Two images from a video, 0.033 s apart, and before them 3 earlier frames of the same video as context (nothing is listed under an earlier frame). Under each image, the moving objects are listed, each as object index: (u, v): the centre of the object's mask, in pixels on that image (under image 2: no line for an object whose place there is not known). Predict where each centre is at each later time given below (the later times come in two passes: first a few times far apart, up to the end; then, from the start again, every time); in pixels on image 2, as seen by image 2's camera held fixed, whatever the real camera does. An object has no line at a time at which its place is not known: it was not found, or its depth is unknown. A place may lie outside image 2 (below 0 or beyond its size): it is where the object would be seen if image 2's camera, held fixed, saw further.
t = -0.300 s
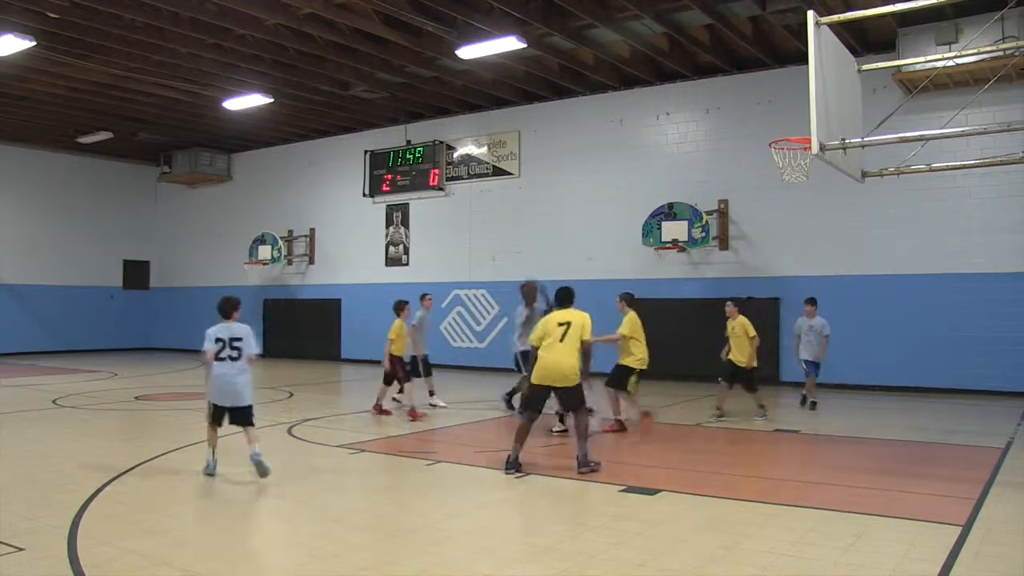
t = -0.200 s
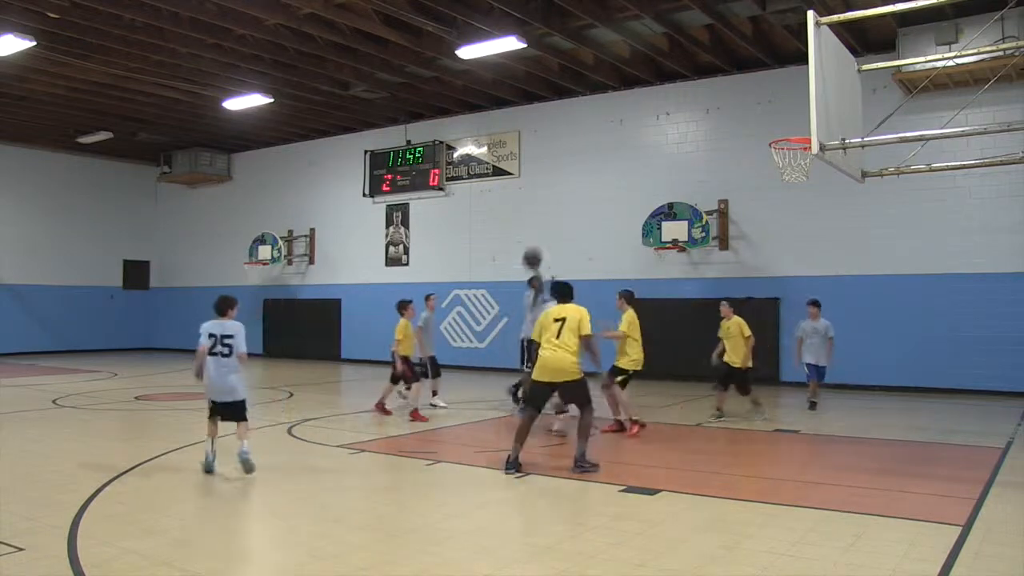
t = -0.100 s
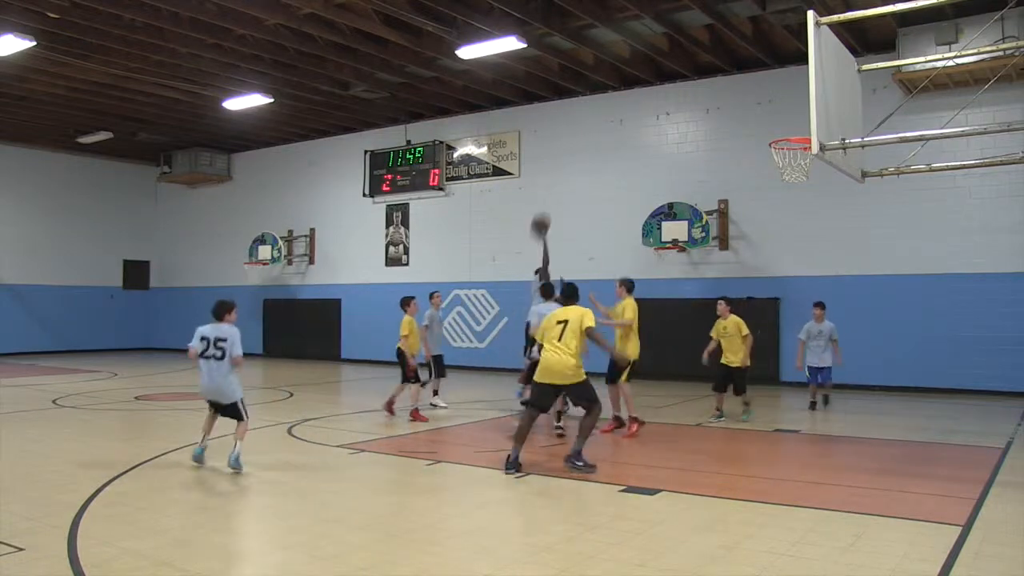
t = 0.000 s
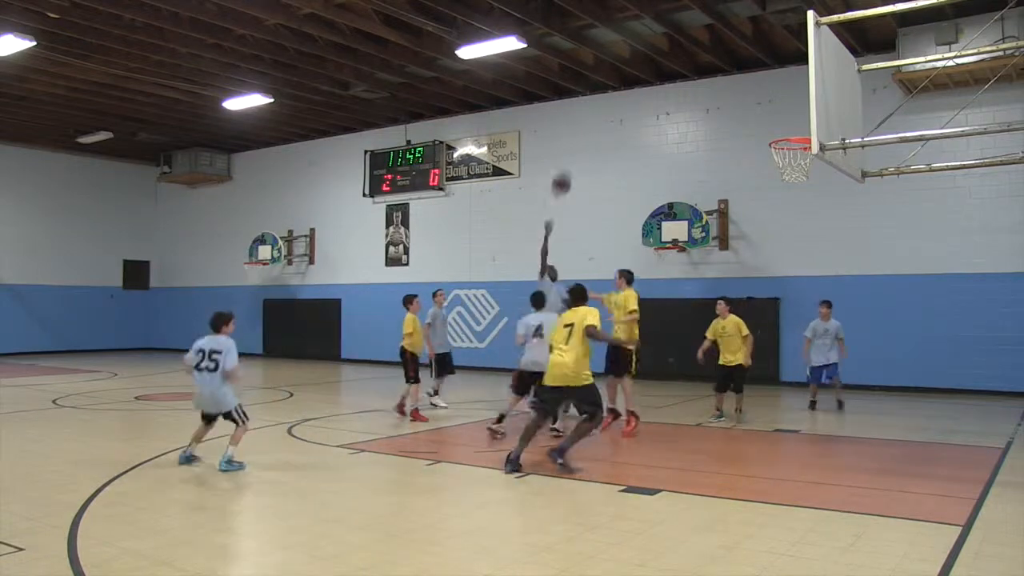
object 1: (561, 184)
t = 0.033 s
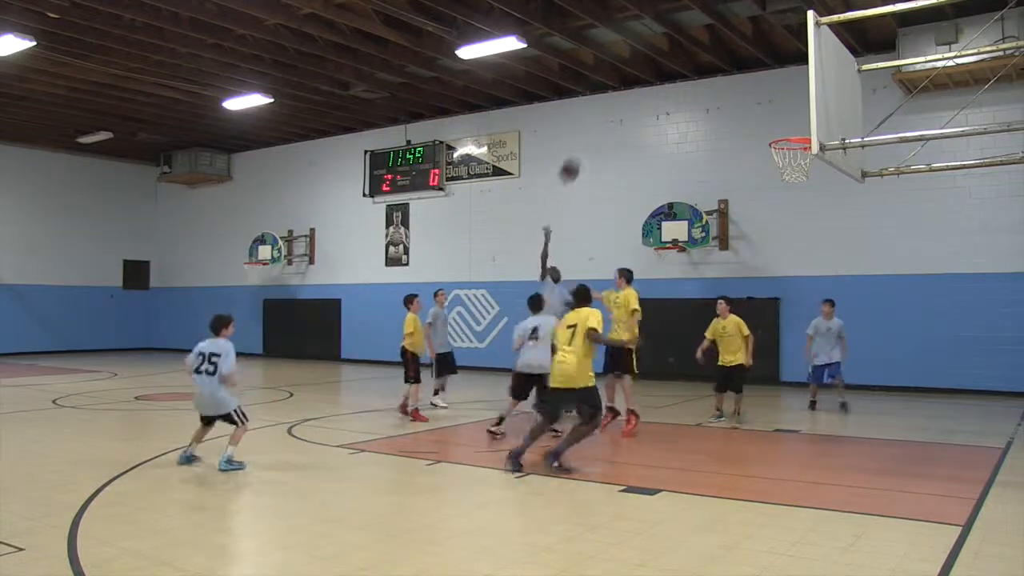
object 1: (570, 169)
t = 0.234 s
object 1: (618, 109)
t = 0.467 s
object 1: (679, 74)
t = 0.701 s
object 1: (754, 90)
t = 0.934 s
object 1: (806, 99)
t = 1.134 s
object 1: (792, 66)
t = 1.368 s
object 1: (763, 85)
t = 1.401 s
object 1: (760, 90)
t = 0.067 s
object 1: (576, 158)
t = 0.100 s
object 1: (585, 147)
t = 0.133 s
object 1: (593, 135)
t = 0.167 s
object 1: (601, 126)
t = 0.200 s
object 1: (609, 117)
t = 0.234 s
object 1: (618, 109)
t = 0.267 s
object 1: (626, 101)
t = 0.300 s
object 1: (635, 95)
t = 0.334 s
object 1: (643, 89)
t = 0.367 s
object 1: (652, 84)
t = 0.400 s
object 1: (661, 80)
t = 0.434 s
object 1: (670, 76)
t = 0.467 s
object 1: (679, 74)
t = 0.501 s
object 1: (689, 73)
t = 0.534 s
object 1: (700, 72)
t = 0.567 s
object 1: (709, 73)
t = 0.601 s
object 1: (720, 75)
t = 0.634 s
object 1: (730, 77)
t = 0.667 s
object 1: (741, 83)
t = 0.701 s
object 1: (754, 90)
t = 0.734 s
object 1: (765, 98)
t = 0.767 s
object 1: (777, 105)
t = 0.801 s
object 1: (789, 114)
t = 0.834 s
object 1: (798, 124)
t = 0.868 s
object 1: (803, 125)
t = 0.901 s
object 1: (805, 112)
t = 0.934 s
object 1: (806, 99)
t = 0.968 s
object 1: (805, 91)
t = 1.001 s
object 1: (802, 86)
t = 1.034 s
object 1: (801, 75)
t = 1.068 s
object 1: (798, 71)
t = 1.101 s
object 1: (795, 68)
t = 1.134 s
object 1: (792, 66)
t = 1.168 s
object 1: (787, 65)
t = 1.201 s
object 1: (783, 65)
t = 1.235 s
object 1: (780, 67)
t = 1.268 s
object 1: (775, 69)
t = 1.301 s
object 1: (771, 73)
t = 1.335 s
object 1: (767, 77)
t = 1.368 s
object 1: (763, 85)
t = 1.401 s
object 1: (760, 90)
